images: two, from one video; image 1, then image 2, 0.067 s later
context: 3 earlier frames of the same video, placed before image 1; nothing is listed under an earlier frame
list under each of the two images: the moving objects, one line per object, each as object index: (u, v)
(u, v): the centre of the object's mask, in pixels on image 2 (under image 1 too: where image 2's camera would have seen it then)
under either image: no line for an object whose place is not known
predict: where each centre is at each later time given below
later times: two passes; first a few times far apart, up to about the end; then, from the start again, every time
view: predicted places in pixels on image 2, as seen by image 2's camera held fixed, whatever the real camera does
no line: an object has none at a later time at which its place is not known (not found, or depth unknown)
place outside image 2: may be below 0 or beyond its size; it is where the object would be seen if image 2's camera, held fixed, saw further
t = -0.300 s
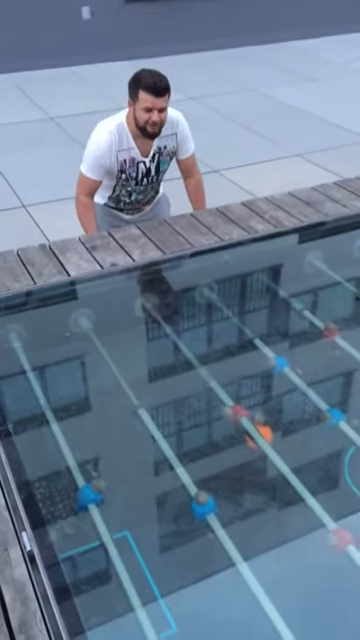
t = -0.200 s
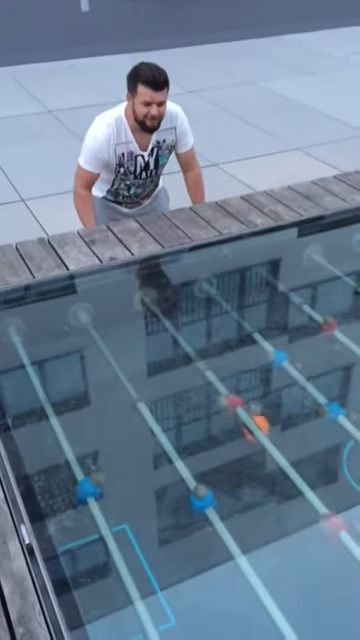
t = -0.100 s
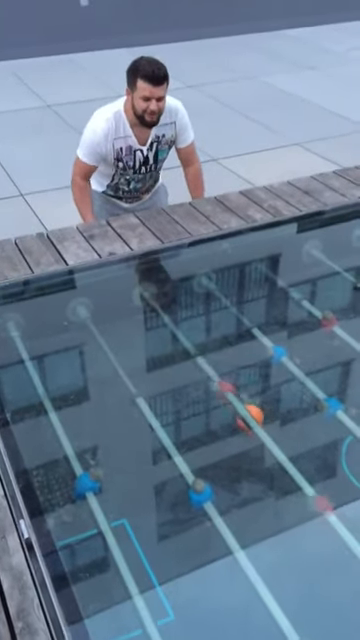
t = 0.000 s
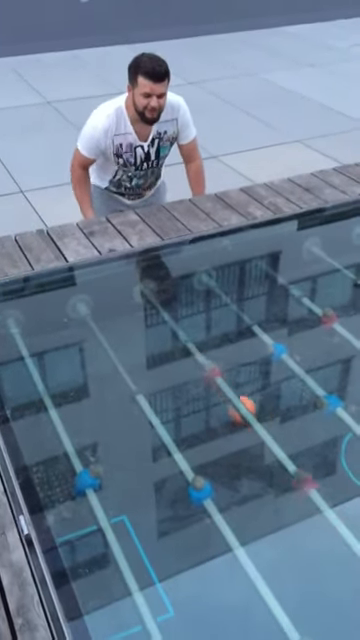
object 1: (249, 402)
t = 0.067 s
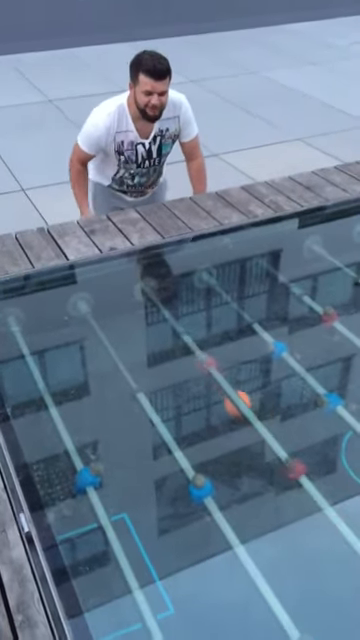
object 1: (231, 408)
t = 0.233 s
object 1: (221, 398)
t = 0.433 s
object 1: (212, 399)
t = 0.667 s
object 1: (192, 417)
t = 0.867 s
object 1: (178, 429)
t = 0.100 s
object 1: (228, 405)
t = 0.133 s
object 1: (227, 404)
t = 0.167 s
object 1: (226, 403)
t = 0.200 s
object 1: (228, 398)
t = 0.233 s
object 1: (221, 398)
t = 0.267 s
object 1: (223, 394)
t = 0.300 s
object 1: (221, 391)
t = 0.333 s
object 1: (216, 393)
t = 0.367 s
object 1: (215, 394)
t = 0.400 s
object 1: (214, 396)
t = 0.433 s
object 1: (212, 399)
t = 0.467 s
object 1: (209, 402)
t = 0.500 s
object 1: (206, 404)
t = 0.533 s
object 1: (203, 407)
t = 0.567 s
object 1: (200, 409)
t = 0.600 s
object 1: (197, 412)
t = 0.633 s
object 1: (194, 414)
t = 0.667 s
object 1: (192, 417)
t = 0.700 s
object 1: (189, 419)
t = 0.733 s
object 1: (186, 421)
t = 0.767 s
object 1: (184, 424)
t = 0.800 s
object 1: (181, 426)
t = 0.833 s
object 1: (179, 428)
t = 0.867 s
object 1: (178, 429)
